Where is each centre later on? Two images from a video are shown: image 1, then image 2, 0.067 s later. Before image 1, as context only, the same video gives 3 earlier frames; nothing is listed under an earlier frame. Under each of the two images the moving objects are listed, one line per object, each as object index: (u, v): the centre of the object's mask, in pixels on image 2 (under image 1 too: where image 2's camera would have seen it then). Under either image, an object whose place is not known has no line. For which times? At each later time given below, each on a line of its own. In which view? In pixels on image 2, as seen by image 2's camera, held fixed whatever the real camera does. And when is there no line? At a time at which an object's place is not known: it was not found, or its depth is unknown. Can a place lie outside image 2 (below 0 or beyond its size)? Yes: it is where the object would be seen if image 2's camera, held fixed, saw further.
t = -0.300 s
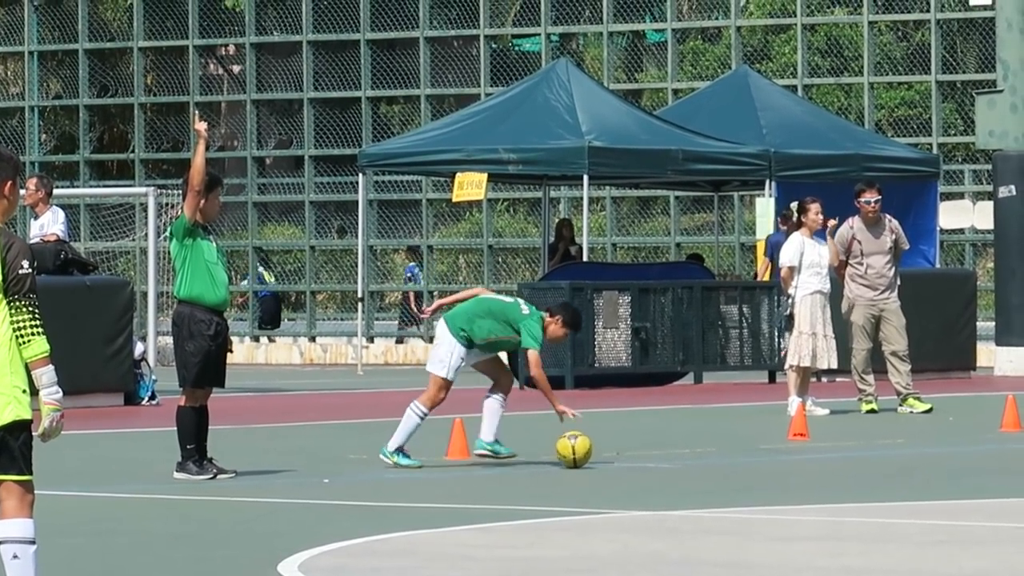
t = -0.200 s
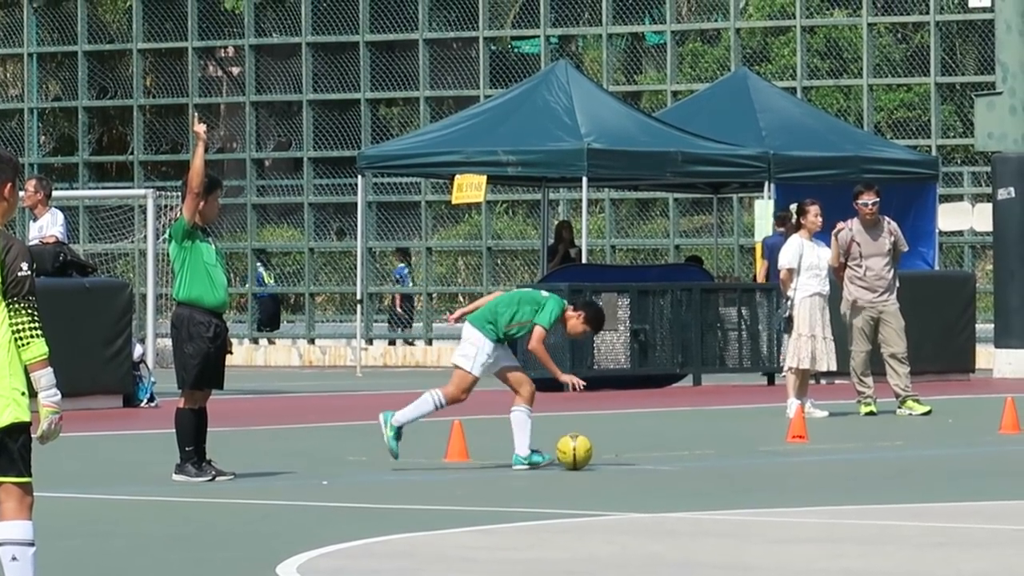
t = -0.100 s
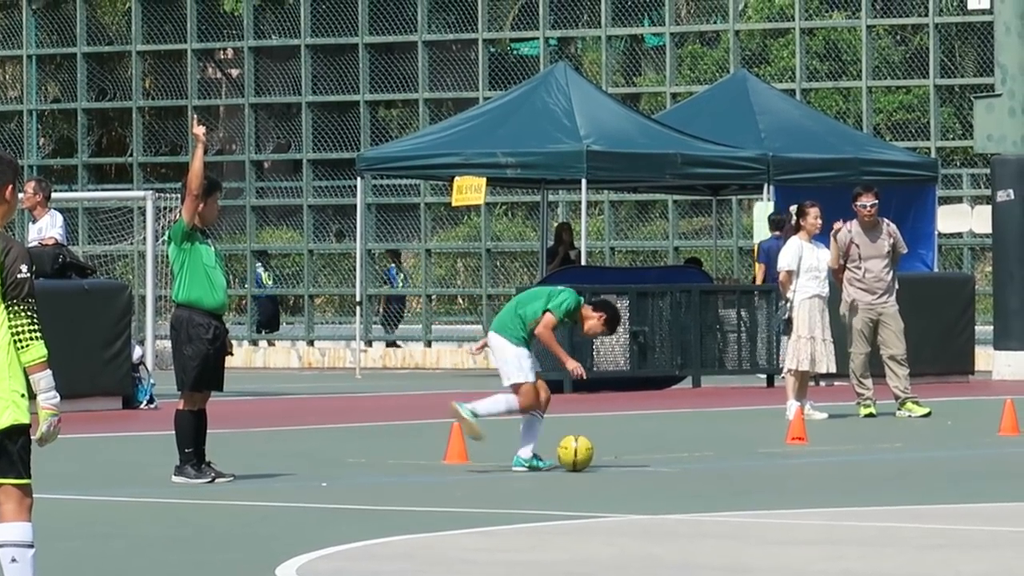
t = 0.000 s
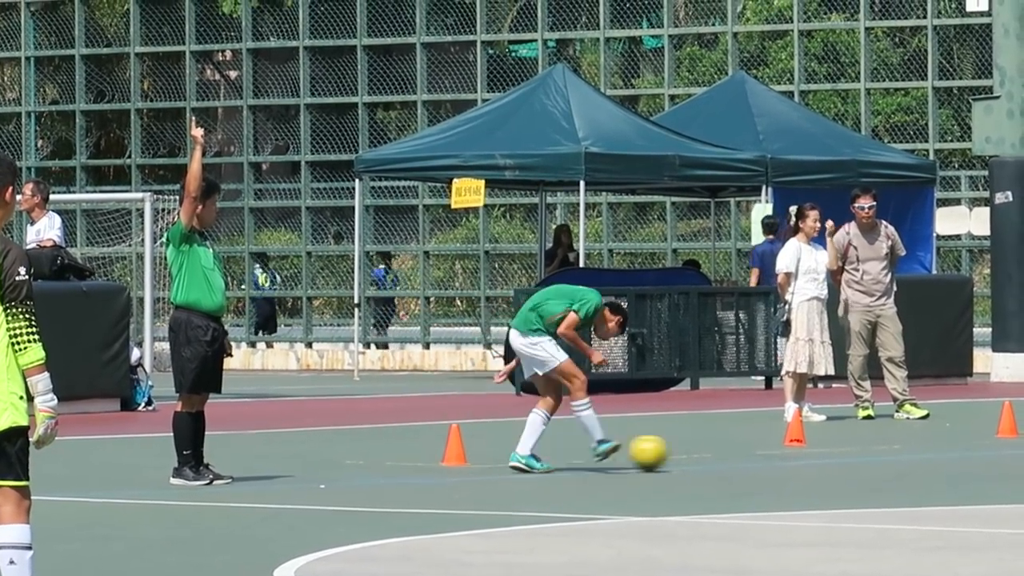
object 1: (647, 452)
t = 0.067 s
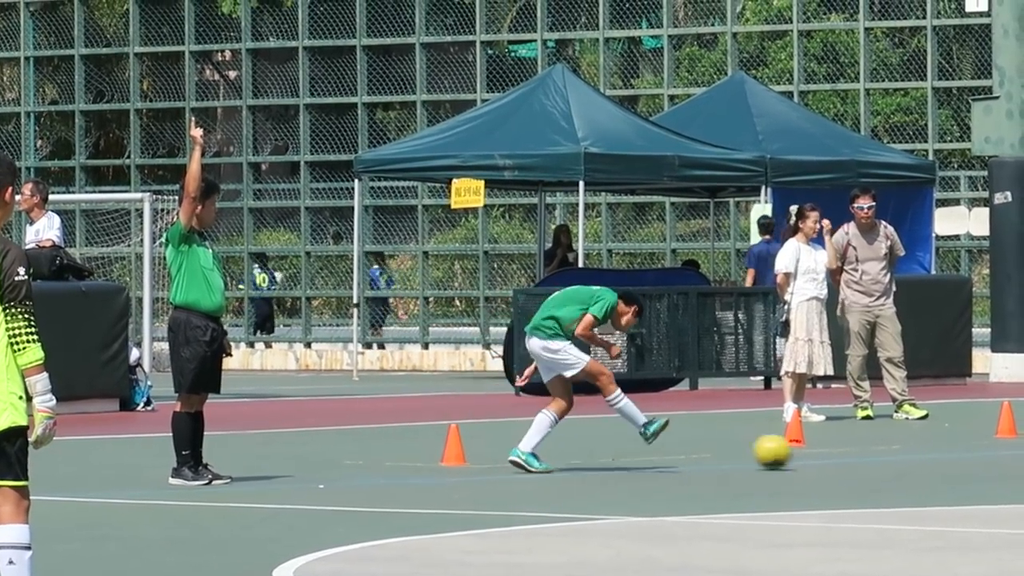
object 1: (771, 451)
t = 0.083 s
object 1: (801, 451)
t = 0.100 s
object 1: (830, 450)
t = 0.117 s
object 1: (858, 450)
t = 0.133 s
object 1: (887, 449)
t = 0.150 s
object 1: (914, 449)
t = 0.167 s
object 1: (942, 448)
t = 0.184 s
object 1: (970, 448)
